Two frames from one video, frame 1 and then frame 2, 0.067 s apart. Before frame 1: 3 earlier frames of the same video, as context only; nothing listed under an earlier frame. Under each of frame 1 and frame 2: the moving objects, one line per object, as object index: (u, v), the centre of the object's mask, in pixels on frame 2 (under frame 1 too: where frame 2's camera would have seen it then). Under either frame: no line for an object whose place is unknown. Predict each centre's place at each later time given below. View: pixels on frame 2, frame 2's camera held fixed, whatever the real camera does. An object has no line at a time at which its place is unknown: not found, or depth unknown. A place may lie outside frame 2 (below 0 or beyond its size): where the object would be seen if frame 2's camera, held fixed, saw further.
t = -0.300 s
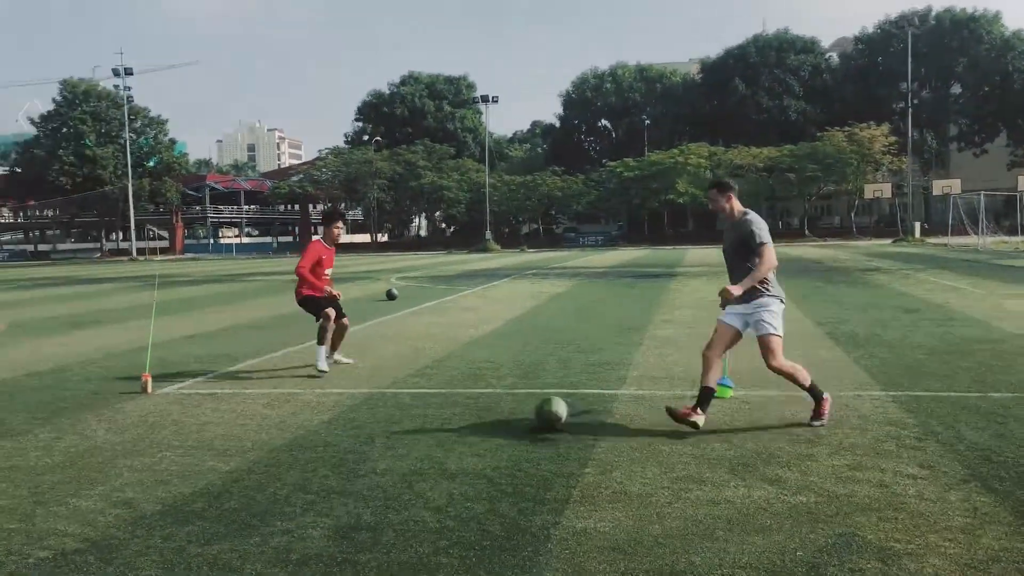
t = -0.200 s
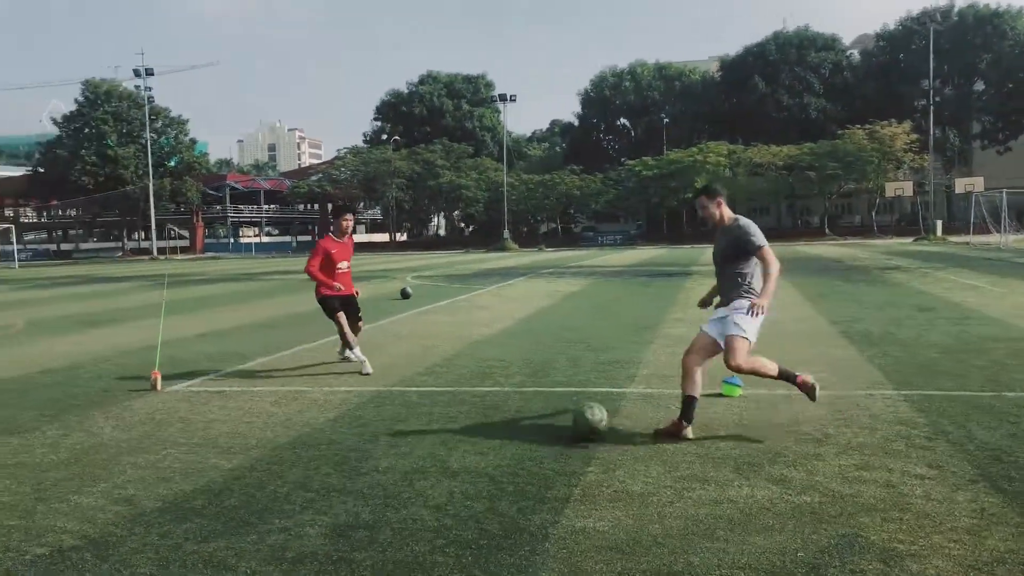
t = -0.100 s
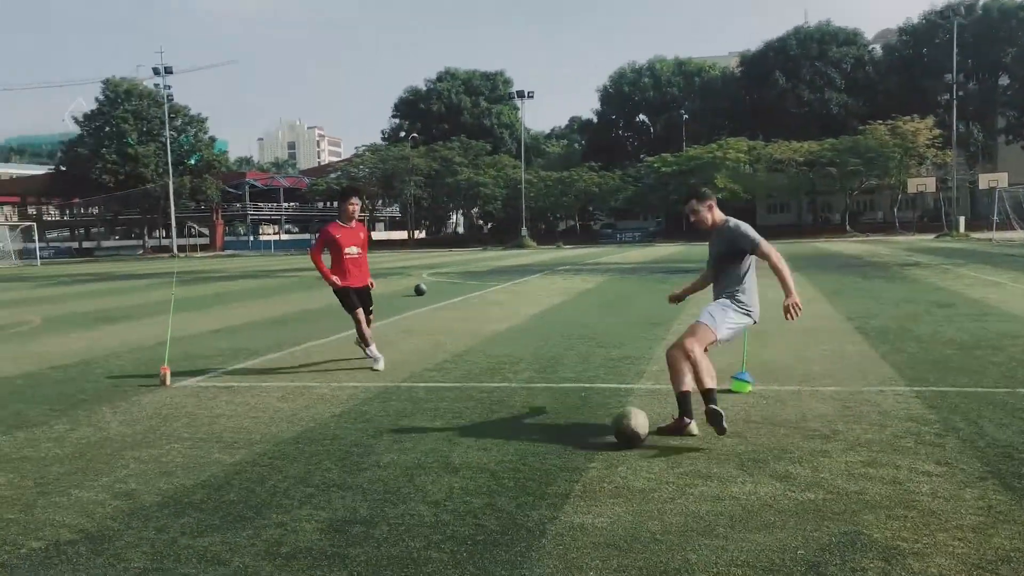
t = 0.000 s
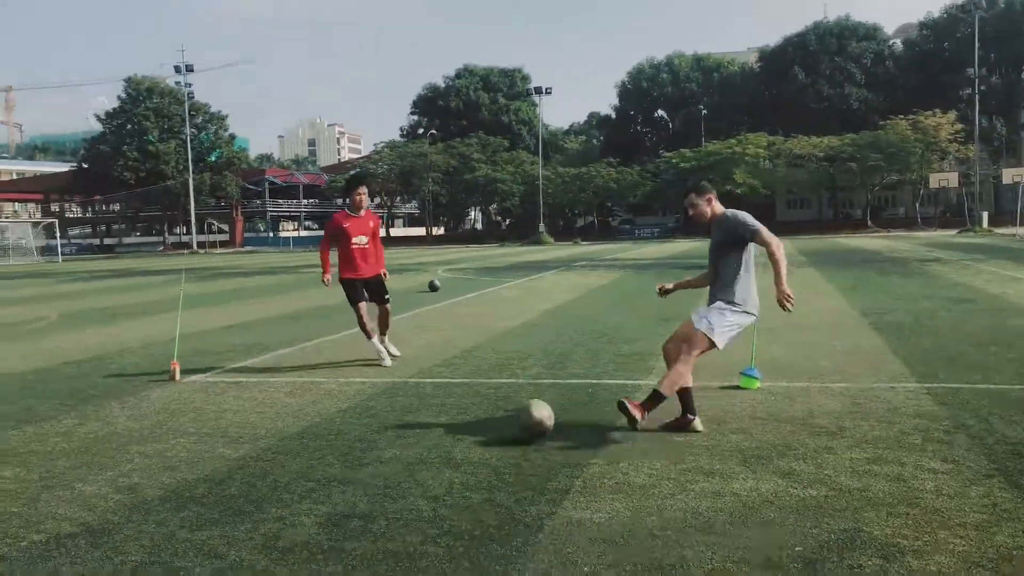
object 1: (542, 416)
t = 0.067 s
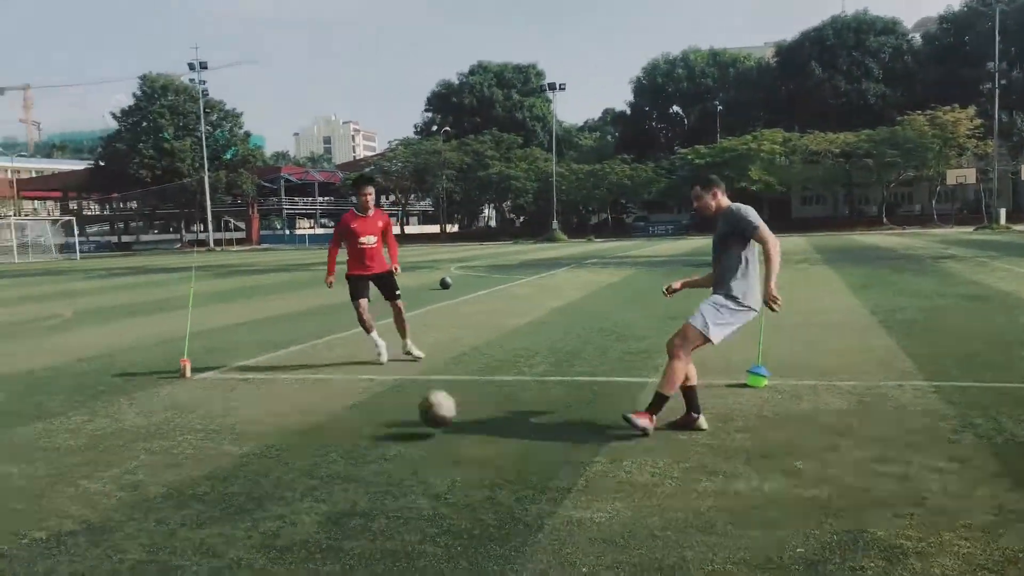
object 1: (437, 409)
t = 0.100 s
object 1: (388, 410)
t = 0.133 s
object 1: (342, 410)
